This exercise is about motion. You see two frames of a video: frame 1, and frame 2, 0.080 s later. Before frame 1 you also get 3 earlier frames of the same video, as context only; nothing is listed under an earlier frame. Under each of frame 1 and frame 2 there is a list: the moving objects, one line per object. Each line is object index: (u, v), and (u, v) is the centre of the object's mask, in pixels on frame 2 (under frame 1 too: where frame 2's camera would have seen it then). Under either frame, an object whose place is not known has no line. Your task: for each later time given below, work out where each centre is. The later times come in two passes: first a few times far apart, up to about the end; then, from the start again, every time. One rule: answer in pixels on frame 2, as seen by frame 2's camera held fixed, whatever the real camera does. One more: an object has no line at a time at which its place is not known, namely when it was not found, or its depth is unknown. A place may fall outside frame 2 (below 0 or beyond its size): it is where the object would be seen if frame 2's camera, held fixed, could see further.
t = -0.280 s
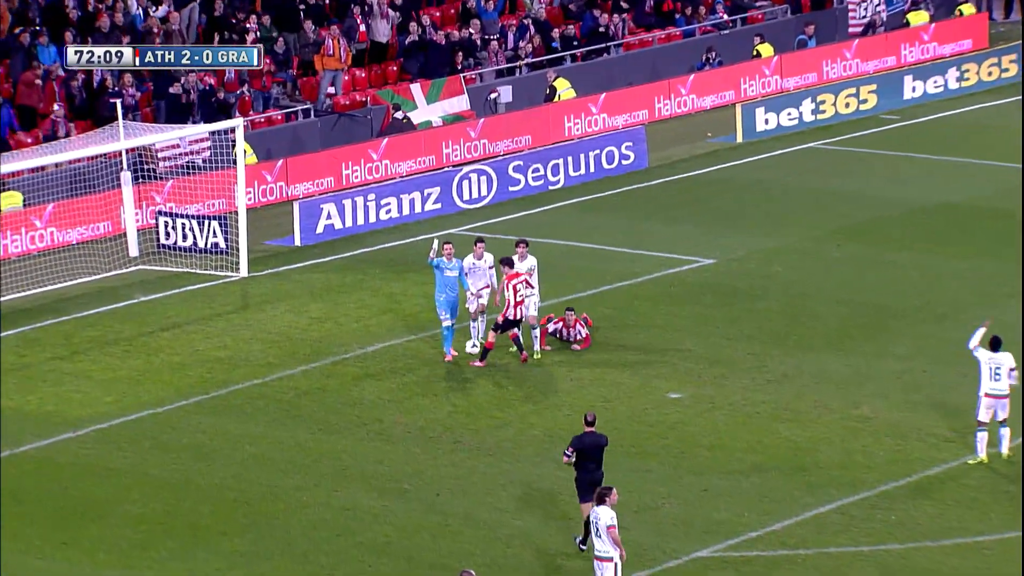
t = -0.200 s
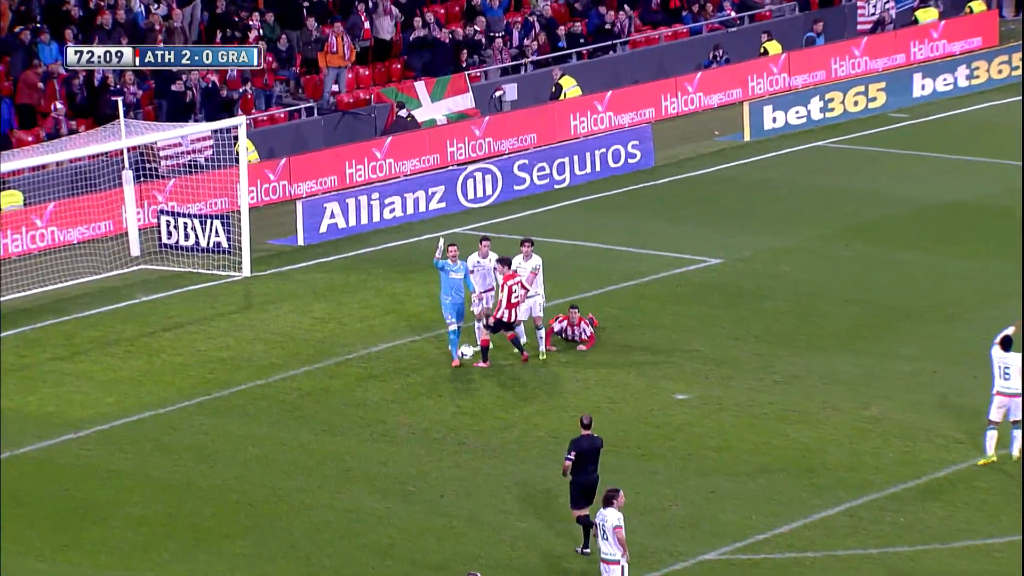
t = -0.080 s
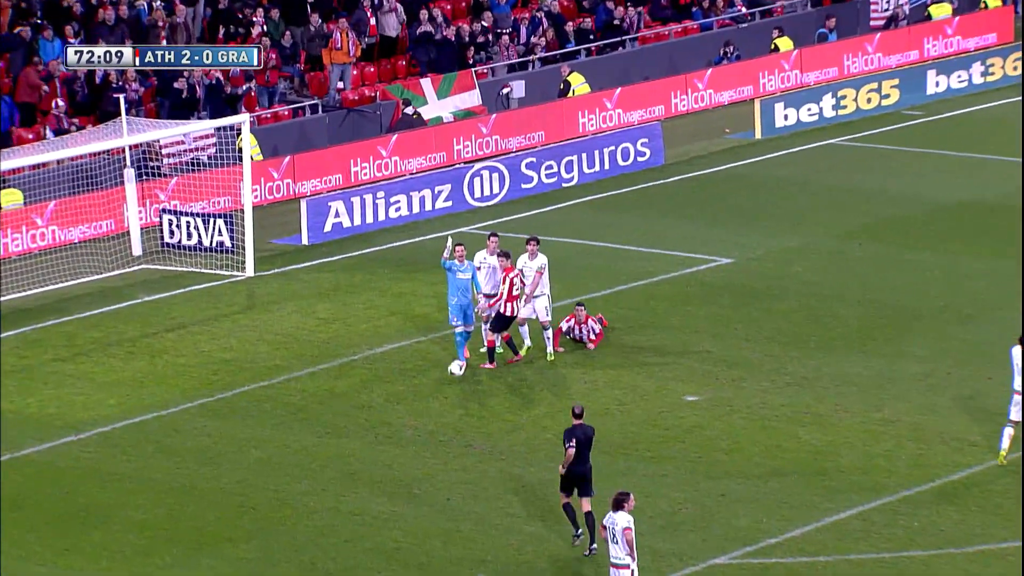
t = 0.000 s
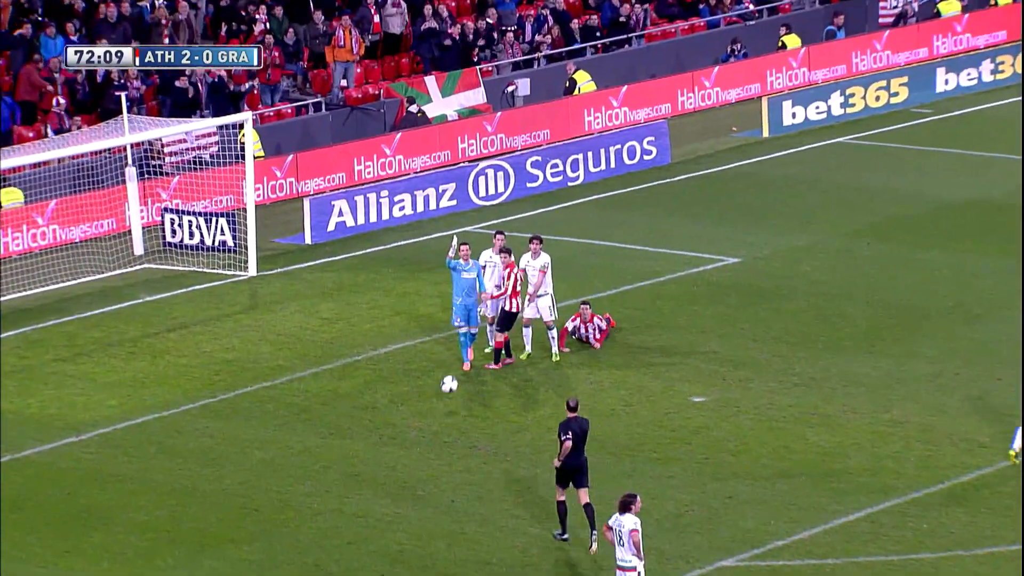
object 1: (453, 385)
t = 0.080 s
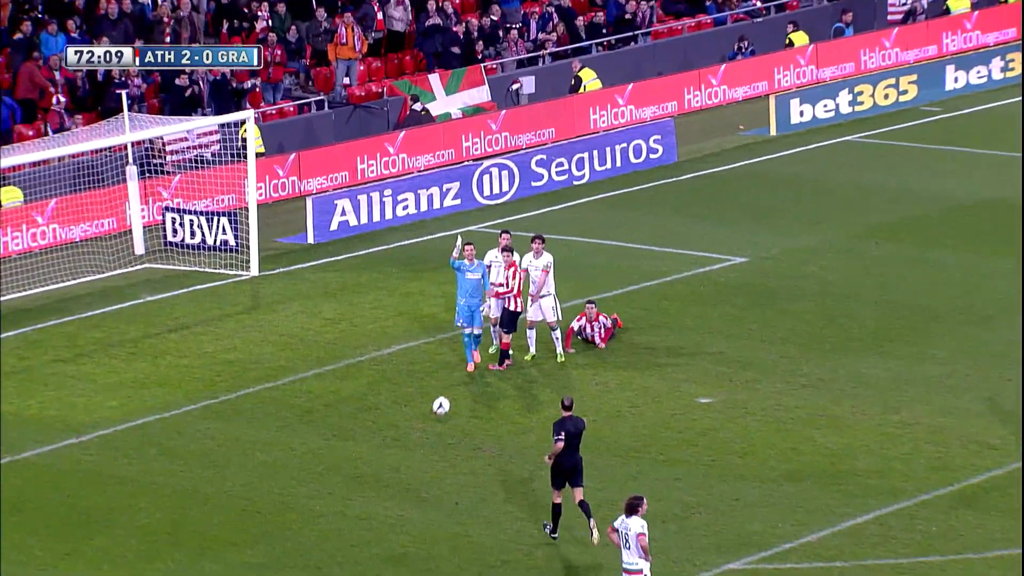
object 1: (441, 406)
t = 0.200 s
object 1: (426, 411)
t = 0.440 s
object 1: (398, 429)
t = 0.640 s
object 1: (375, 452)
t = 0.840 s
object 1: (355, 467)
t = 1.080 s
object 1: (336, 483)
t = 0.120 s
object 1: (435, 413)
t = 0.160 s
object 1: (431, 412)
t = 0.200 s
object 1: (426, 411)
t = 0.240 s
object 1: (421, 411)
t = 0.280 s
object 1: (417, 412)
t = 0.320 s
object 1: (412, 415)
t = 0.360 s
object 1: (407, 418)
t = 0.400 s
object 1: (403, 423)
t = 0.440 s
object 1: (398, 429)
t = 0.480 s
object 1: (394, 436)
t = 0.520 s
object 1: (389, 444)
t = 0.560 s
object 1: (384, 453)
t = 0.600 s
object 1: (380, 453)
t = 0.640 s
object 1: (375, 452)
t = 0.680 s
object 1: (371, 453)
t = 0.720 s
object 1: (367, 455)
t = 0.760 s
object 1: (363, 458)
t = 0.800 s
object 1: (359, 461)
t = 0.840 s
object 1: (355, 467)
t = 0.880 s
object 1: (351, 473)
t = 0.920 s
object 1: (347, 478)
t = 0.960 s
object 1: (344, 477)
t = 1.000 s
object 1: (341, 478)
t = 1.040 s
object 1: (339, 480)
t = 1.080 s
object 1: (336, 483)
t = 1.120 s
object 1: (332, 487)
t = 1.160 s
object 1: (330, 489)
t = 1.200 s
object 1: (327, 490)
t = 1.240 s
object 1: (324, 492)
